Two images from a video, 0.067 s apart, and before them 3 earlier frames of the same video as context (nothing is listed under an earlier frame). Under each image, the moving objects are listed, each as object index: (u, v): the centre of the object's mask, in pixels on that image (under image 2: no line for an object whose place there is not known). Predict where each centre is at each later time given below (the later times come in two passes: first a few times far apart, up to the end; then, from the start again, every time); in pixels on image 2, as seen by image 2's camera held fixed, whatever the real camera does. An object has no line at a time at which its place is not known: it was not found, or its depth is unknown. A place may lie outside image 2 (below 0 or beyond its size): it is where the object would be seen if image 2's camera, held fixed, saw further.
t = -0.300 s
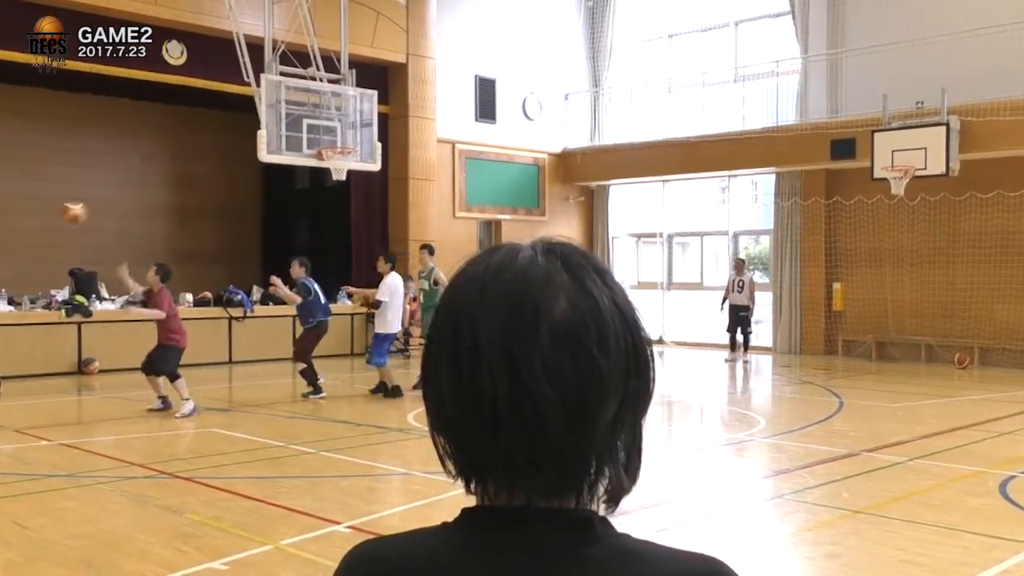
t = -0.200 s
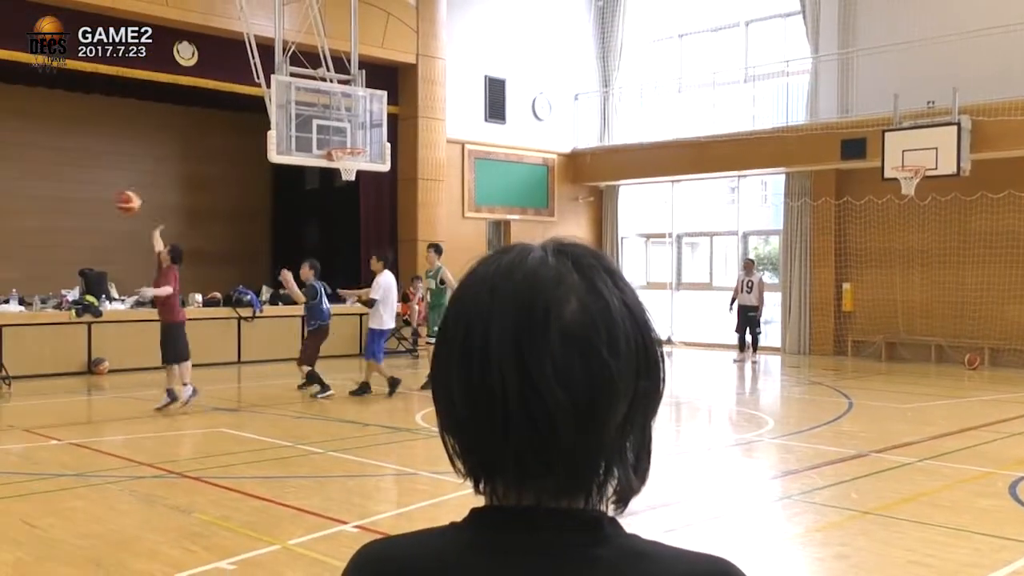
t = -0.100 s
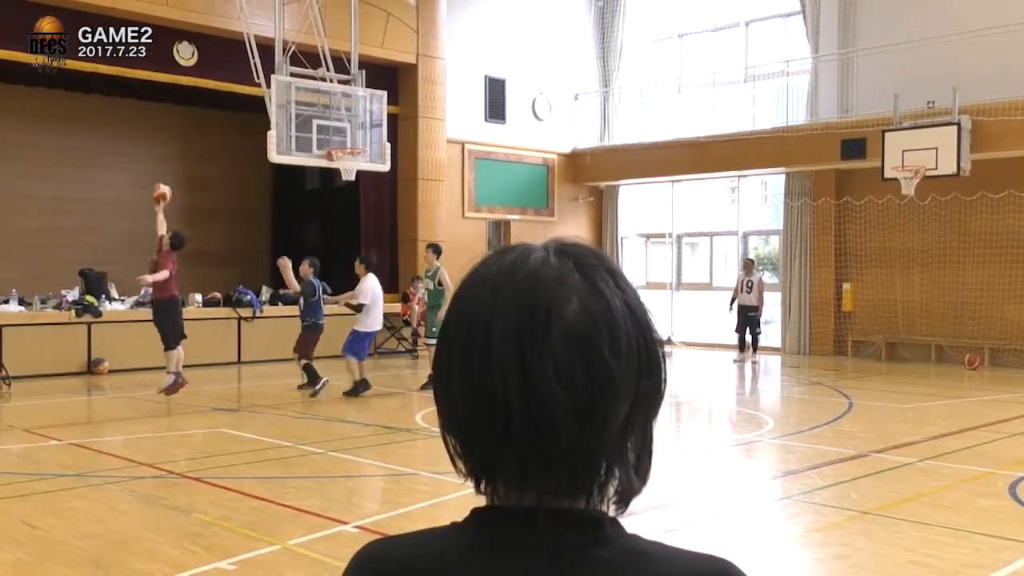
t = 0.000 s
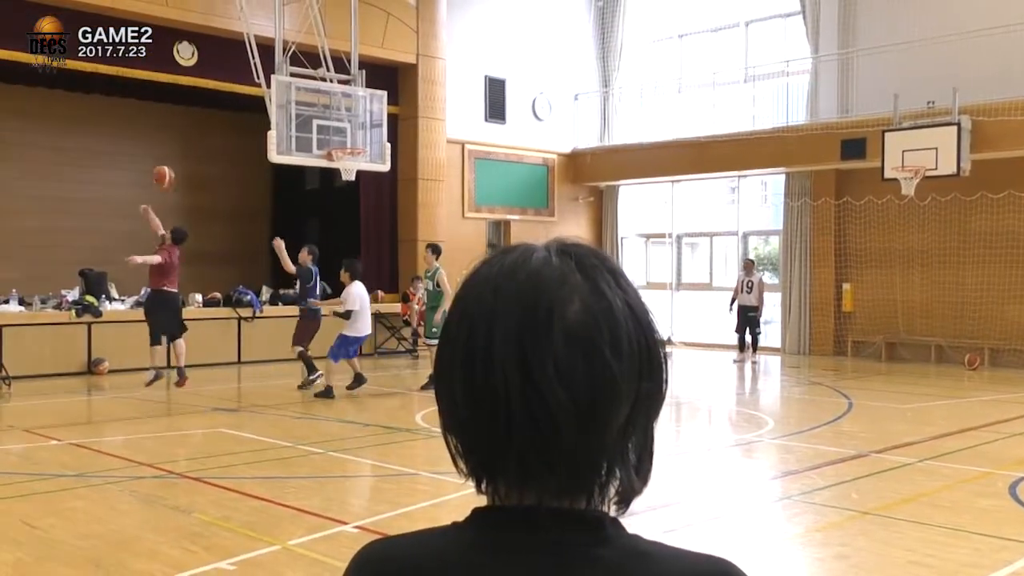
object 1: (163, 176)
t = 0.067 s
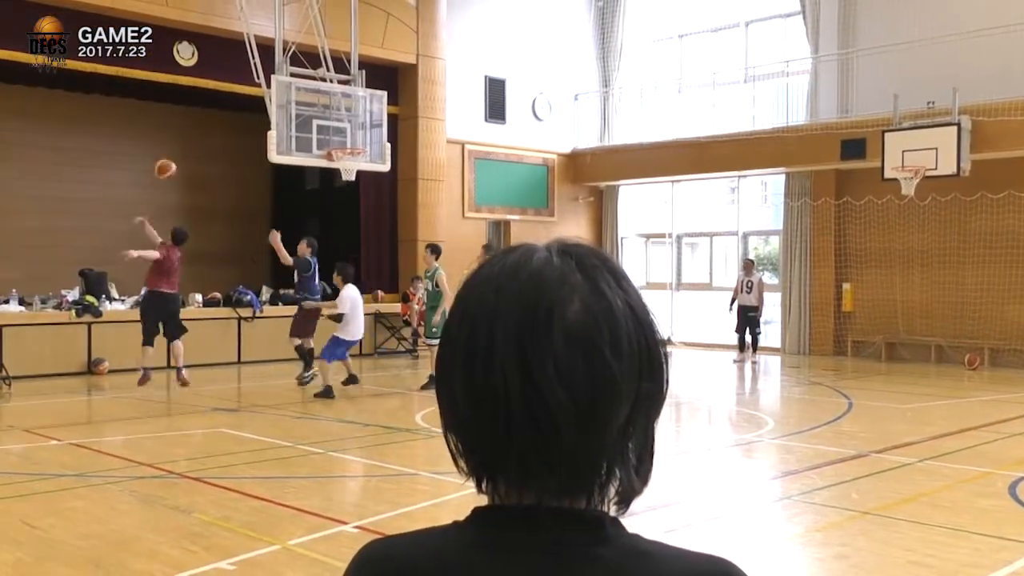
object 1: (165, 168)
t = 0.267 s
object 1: (171, 170)
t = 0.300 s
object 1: (171, 174)
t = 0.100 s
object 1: (166, 167)
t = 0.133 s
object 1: (166, 166)
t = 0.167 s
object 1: (168, 167)
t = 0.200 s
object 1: (168, 168)
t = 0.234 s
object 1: (169, 169)
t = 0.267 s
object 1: (171, 170)
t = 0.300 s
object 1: (171, 174)
